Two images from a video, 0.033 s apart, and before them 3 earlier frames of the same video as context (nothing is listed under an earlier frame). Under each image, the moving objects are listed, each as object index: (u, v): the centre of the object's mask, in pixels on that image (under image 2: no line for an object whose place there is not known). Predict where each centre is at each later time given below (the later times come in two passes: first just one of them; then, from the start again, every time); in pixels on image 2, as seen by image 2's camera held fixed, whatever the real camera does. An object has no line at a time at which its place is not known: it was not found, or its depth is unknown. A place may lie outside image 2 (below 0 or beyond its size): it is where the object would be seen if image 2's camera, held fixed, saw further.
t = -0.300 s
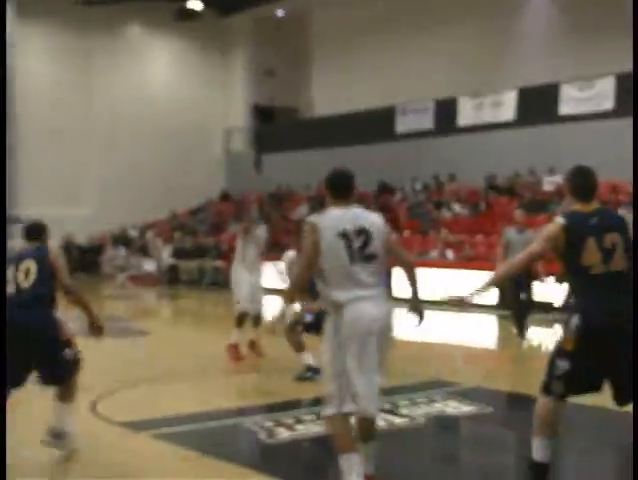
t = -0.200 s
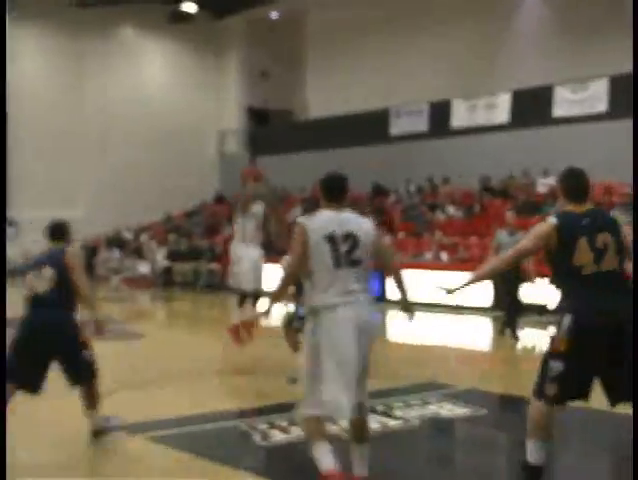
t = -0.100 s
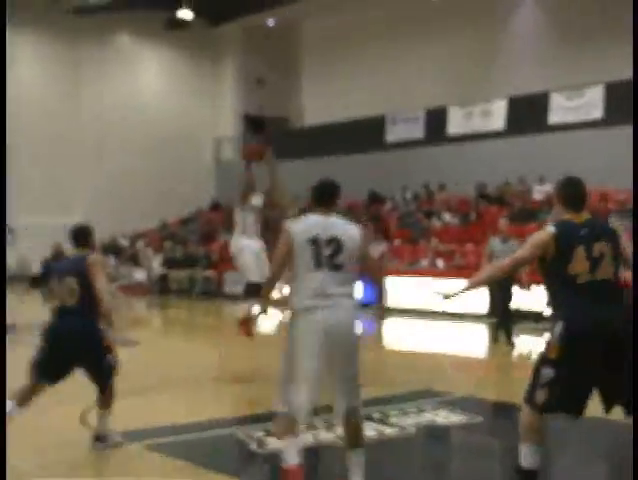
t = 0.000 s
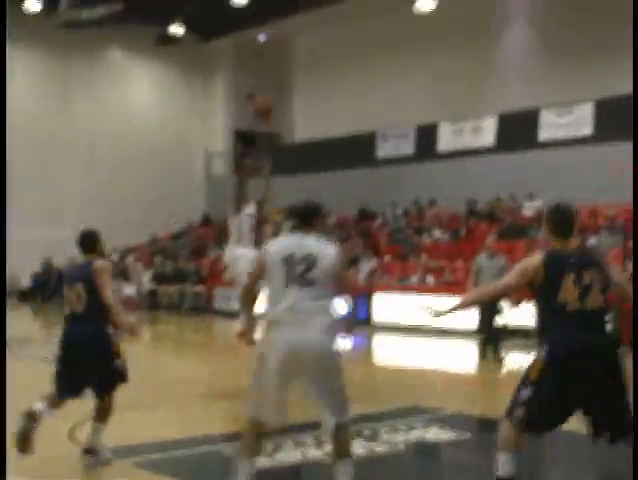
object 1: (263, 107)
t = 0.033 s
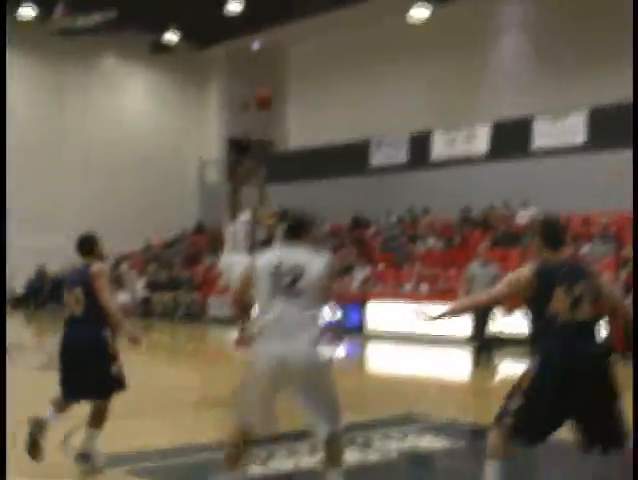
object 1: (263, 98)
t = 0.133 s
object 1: (283, 50)
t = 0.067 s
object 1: (270, 80)
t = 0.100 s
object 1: (277, 64)
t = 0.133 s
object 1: (283, 50)
